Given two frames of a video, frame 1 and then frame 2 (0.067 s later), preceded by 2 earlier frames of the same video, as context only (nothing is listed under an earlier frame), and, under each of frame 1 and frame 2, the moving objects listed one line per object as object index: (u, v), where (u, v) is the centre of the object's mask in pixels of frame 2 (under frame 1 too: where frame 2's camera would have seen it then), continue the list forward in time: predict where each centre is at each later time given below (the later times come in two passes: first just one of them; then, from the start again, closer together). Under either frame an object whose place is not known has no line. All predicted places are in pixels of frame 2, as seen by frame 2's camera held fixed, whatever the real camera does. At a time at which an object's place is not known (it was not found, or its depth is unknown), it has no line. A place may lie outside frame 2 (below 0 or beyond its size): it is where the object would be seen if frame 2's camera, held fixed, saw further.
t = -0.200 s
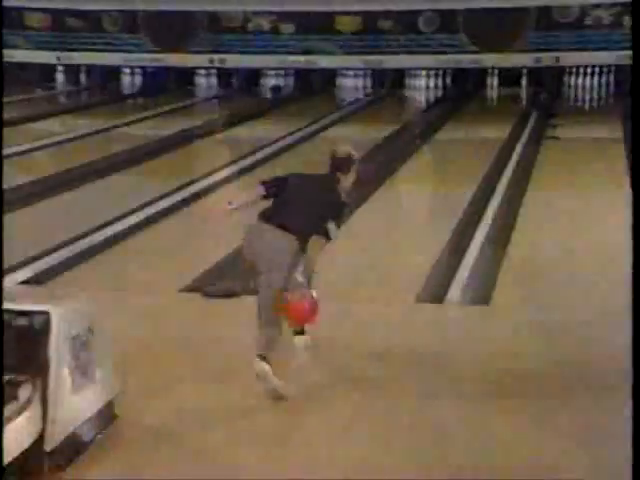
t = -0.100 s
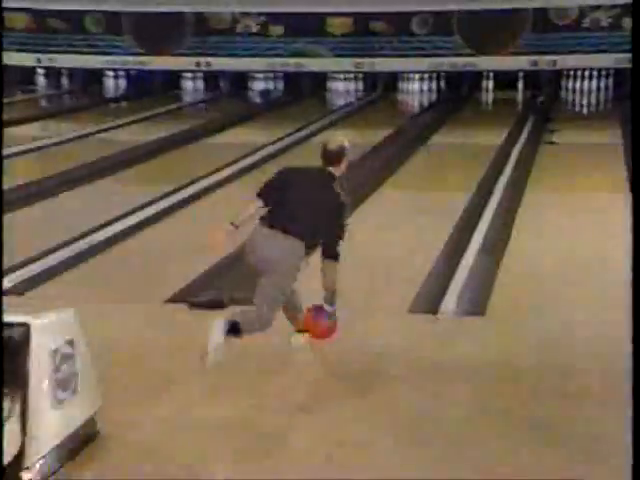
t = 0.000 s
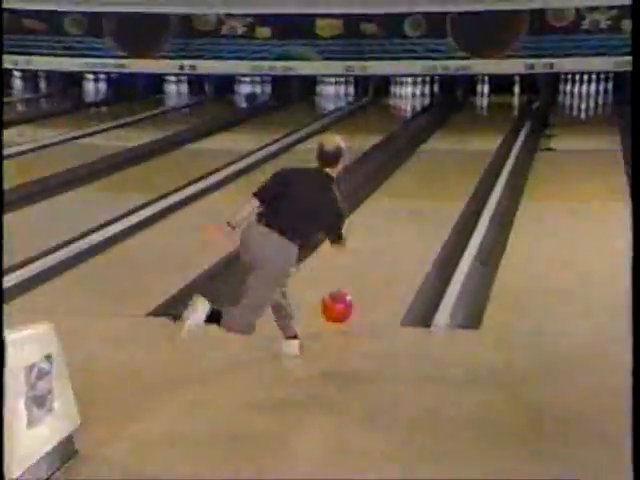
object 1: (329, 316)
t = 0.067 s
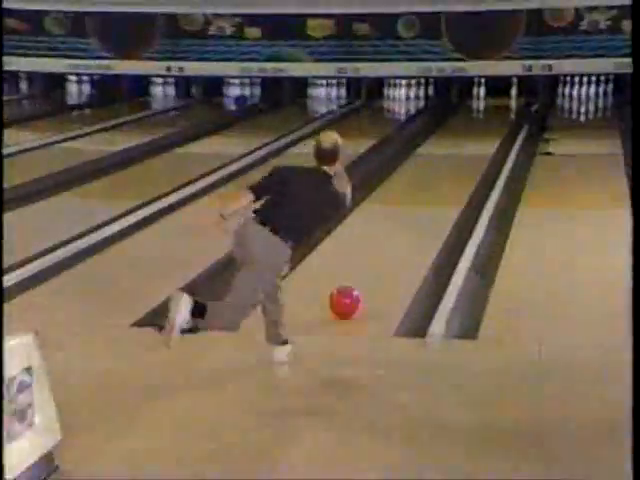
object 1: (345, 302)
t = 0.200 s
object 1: (371, 265)
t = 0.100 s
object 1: (351, 290)
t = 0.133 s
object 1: (358, 281)
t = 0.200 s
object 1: (371, 265)
